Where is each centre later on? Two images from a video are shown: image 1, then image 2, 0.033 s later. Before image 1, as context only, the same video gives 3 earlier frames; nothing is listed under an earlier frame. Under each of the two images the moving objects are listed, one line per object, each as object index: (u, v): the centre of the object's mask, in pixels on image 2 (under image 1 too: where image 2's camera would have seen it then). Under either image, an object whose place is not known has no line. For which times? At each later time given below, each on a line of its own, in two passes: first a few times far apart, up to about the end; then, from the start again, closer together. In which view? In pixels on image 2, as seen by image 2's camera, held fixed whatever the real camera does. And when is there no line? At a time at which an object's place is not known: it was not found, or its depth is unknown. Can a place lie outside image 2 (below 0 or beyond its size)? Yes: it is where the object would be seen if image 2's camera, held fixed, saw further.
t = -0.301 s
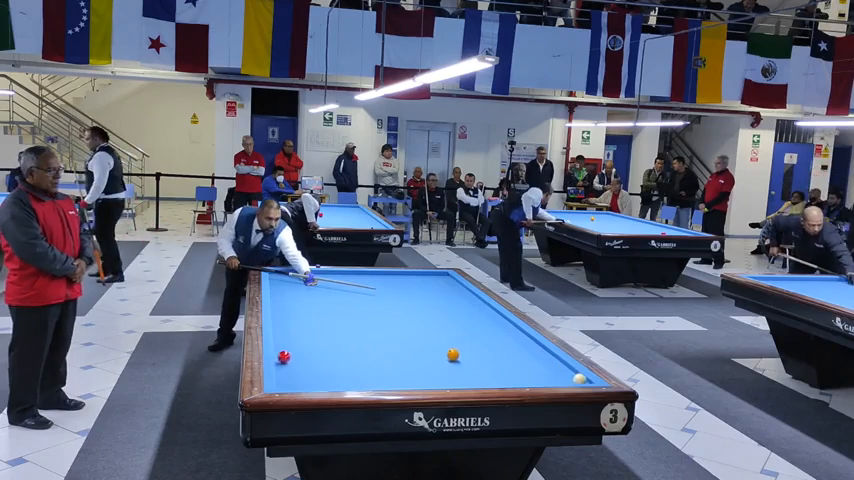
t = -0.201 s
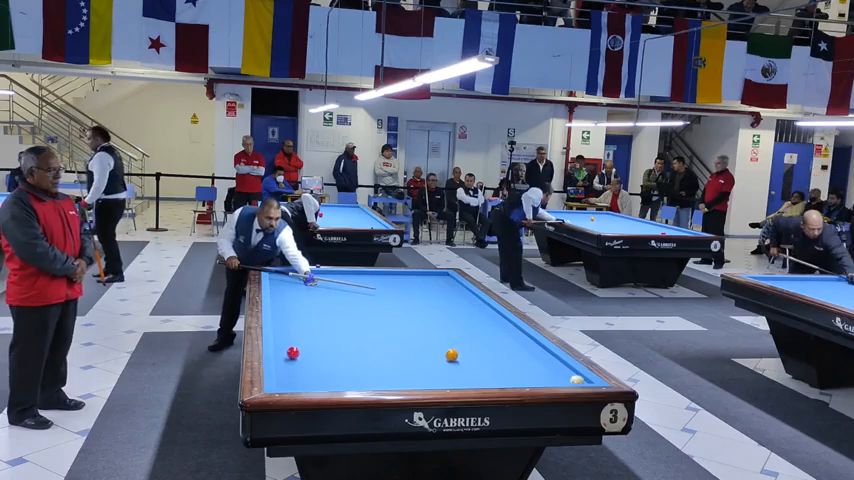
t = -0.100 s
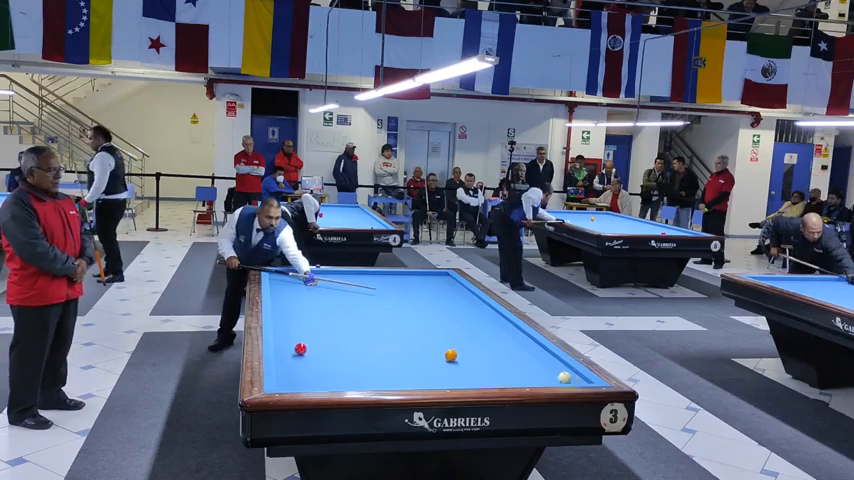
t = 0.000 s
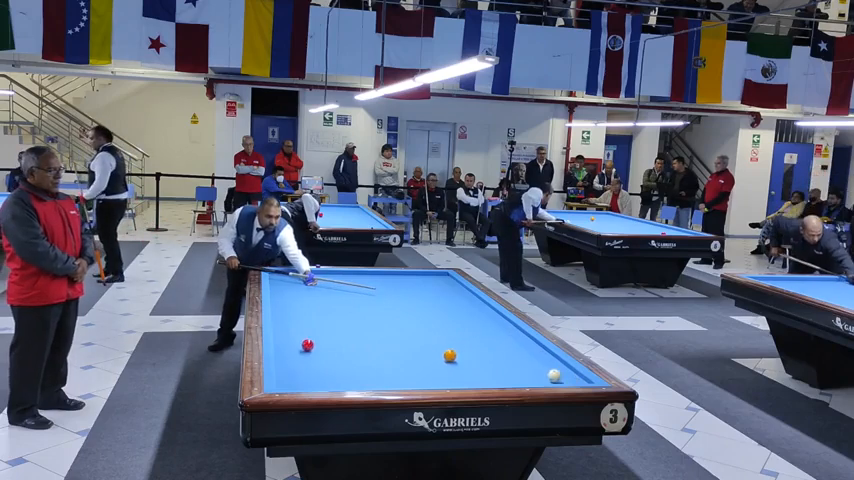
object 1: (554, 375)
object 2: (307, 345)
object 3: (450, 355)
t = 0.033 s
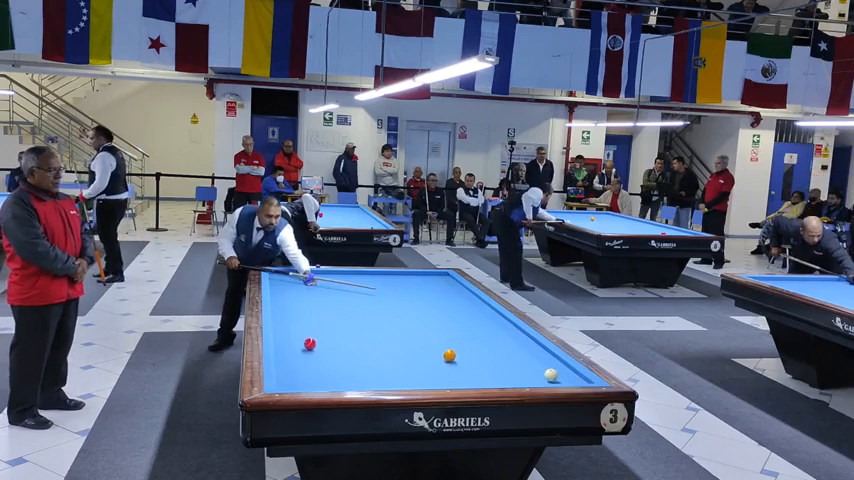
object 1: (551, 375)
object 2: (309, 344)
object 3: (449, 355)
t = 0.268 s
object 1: (529, 370)
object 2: (325, 336)
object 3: (447, 356)
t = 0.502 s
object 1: (507, 364)
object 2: (338, 329)
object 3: (446, 356)
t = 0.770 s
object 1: (484, 359)
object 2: (353, 321)
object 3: (444, 356)
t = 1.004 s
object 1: (465, 354)
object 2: (364, 315)
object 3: (443, 356)
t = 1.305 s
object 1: (442, 347)
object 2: (377, 309)
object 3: (443, 357)
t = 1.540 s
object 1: (426, 345)
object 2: (386, 304)
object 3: (442, 357)
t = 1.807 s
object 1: (408, 341)
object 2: (396, 299)
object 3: (442, 357)
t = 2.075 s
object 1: (391, 337)
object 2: (405, 294)
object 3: (442, 357)
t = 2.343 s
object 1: (375, 333)
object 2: (414, 290)
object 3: (442, 357)
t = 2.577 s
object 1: (362, 330)
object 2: (420, 286)
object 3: (442, 357)
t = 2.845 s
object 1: (348, 327)
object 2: (427, 283)
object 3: (442, 357)
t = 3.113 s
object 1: (335, 324)
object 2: (434, 279)
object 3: (442, 357)
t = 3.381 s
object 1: (323, 321)
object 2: (440, 276)
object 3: (442, 357)
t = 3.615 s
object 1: (313, 318)
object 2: (445, 273)
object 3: (443, 357)
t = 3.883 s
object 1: (301, 316)
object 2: (443, 273)
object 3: (443, 357)
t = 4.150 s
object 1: (291, 313)
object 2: (442, 274)
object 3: (443, 357)
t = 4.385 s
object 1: (283, 311)
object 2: (441, 275)
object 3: (443, 357)
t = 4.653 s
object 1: (276, 309)
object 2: (441, 276)
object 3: (443, 357)
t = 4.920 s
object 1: (281, 306)
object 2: (440, 277)
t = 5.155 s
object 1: (285, 304)
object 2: (440, 278)
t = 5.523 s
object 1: (290, 301)
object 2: (440, 279)
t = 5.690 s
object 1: (292, 301)
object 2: (440, 280)
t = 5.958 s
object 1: (295, 299)
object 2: (440, 281)
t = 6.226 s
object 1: (298, 297)
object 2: (440, 281)
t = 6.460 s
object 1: (301, 296)
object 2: (440, 282)
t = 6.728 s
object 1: (303, 295)
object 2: (439, 282)
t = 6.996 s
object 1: (306, 293)
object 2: (439, 283)
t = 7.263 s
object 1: (308, 293)
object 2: (439, 283)
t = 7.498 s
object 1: (309, 292)
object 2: (439, 283)
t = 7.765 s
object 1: (311, 291)
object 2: (440, 283)
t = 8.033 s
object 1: (313, 290)
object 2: (440, 283)
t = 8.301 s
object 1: (314, 290)
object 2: (440, 283)
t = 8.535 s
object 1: (315, 289)
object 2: (440, 283)
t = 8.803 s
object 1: (316, 289)
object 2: (440, 284)
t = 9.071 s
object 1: (317, 288)
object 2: (440, 284)
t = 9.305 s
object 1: (317, 288)
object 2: (440, 283)
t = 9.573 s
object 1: (318, 288)
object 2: (440, 283)
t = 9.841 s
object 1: (318, 288)
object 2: (440, 283)
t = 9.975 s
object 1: (318, 288)
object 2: (440, 283)
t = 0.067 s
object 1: (548, 374)
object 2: (312, 343)
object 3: (449, 356)
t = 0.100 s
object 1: (544, 373)
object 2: (314, 341)
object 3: (449, 356)
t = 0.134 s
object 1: (541, 373)
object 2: (316, 340)
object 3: (448, 356)
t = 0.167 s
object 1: (538, 372)
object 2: (318, 339)
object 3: (448, 356)
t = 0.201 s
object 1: (535, 371)
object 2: (321, 338)
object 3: (448, 356)
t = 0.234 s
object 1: (532, 370)
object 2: (323, 337)
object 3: (448, 356)
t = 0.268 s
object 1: (529, 370)
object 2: (325, 336)
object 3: (447, 356)
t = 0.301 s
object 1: (525, 369)
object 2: (327, 335)
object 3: (447, 356)
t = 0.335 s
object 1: (522, 368)
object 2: (328, 334)
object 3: (447, 356)
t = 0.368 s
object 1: (519, 367)
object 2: (331, 333)
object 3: (447, 356)
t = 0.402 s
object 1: (516, 367)
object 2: (333, 332)
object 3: (446, 356)
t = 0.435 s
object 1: (513, 366)
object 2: (335, 331)
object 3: (446, 356)
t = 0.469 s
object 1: (510, 365)
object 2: (337, 330)
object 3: (446, 356)
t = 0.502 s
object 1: (507, 364)
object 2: (338, 329)
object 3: (446, 356)
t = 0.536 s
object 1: (504, 364)
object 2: (340, 328)
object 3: (446, 356)
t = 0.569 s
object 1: (501, 363)
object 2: (342, 327)
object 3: (446, 356)
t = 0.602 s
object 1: (498, 362)
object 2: (344, 326)
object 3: (445, 356)
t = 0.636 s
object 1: (495, 362)
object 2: (346, 325)
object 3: (445, 356)
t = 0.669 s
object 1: (492, 361)
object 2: (347, 324)
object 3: (445, 356)
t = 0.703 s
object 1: (489, 361)
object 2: (349, 323)
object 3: (445, 356)
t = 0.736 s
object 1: (487, 360)
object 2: (351, 322)
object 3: (444, 357)
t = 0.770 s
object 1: (484, 359)
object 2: (353, 321)
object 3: (444, 356)
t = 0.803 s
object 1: (481, 358)
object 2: (354, 320)
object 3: (444, 356)
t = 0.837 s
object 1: (479, 358)
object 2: (356, 319)
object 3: (444, 356)
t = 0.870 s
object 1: (476, 357)
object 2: (358, 319)
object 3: (444, 357)
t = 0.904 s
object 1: (473, 356)
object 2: (359, 318)
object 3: (444, 356)
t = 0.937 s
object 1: (470, 356)
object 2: (361, 317)
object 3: (444, 357)
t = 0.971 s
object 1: (468, 355)
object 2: (362, 316)
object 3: (443, 357)
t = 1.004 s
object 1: (465, 354)
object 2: (364, 315)
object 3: (443, 356)
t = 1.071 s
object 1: (460, 353)
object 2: (367, 314)
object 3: (443, 356)
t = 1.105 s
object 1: (458, 353)
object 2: (369, 313)
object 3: (443, 357)
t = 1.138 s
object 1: (455, 352)
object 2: (370, 312)
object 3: (443, 357)
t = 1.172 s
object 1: (452, 351)
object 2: (371, 312)
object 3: (443, 357)
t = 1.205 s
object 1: (450, 350)
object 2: (373, 311)
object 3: (443, 357)
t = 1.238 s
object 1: (448, 349)
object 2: (374, 310)
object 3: (443, 357)
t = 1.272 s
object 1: (445, 348)
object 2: (376, 309)
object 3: (442, 357)
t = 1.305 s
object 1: (442, 347)
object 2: (377, 309)
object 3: (443, 357)
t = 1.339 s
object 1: (439, 347)
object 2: (378, 308)
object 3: (442, 357)
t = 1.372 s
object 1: (437, 347)
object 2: (380, 307)
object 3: (442, 357)
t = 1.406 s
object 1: (435, 347)
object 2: (381, 307)
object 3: (442, 357)
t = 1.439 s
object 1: (433, 346)
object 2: (383, 306)
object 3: (442, 357)
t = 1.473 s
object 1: (430, 346)
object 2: (384, 305)
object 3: (442, 357)
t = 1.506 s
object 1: (428, 346)
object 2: (385, 305)
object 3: (442, 357)
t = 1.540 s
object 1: (426, 345)
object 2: (386, 304)
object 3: (442, 357)
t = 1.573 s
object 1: (423, 345)
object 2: (388, 303)
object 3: (442, 357)
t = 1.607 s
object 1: (421, 344)
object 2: (389, 303)
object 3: (442, 357)
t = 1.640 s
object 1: (419, 343)
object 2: (390, 302)
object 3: (442, 357)
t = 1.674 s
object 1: (417, 343)
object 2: (392, 301)
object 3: (442, 357)
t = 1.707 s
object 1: (414, 343)
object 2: (393, 301)
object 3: (442, 357)
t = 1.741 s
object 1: (412, 342)
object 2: (394, 300)
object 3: (442, 357)
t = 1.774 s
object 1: (410, 342)
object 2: (395, 299)
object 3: (442, 357)
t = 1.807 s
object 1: (408, 341)
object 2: (396, 299)
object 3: (442, 357)
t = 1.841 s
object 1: (406, 340)
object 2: (397, 298)
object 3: (442, 357)
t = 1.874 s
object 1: (404, 340)
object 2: (399, 297)
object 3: (442, 357)
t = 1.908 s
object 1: (401, 340)
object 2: (400, 297)
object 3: (442, 357)
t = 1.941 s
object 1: (399, 339)
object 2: (401, 296)
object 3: (443, 357)
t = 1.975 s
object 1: (397, 338)
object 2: (402, 296)
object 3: (442, 357)
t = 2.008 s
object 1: (395, 338)
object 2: (403, 295)
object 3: (442, 357)
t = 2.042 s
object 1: (393, 337)
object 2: (404, 295)
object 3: (442, 357)
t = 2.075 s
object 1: (391, 337)
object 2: (405, 294)
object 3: (442, 357)
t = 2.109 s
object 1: (389, 336)
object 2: (406, 293)
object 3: (442, 357)
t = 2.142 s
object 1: (387, 336)
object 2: (408, 293)
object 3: (442, 357)
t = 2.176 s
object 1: (385, 336)
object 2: (408, 292)
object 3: (442, 357)
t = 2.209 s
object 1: (383, 335)
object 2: (410, 292)
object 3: (442, 357)
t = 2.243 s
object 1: (381, 334)
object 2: (411, 292)
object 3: (442, 357)
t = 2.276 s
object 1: (379, 334)
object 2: (412, 291)
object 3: (442, 357)
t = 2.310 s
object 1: (377, 333)
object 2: (413, 291)
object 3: (442, 357)
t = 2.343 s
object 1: (375, 333)
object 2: (414, 290)
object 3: (442, 357)
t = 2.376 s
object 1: (373, 333)
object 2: (414, 289)
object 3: (442, 357)
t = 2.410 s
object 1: (371, 332)
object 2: (415, 289)
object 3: (442, 357)
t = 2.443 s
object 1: (370, 332)
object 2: (416, 288)
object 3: (442, 357)
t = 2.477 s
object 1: (368, 331)
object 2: (418, 288)
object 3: (442, 357)
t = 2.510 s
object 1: (366, 331)
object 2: (419, 288)
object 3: (442, 357)
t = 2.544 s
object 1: (364, 331)
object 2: (419, 287)
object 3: (442, 357)
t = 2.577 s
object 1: (362, 330)
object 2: (420, 286)
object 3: (442, 357)
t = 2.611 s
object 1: (361, 329)
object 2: (421, 286)
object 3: (442, 357)
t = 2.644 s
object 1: (359, 329)
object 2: (422, 285)
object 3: (442, 357)
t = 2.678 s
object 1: (357, 329)
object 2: (423, 284)
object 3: (442, 357)
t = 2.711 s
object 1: (355, 328)
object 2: (424, 284)
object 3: (442, 357)
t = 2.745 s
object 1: (353, 328)
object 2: (425, 284)
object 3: (442, 357)
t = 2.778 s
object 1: (352, 328)
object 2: (425, 283)
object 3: (442, 357)
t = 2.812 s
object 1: (350, 327)
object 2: (426, 283)
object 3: (442, 357)
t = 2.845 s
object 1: (348, 327)
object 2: (427, 283)
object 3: (442, 357)
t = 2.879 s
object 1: (346, 326)
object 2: (428, 282)
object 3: (442, 357)
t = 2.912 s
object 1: (345, 326)
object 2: (429, 281)
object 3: (442, 357)
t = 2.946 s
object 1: (343, 326)
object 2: (430, 281)
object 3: (442, 357)
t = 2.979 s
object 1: (342, 325)
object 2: (431, 281)
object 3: (442, 357)
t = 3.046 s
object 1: (338, 324)
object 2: (432, 280)
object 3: (442, 357)
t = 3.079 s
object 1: (337, 324)
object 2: (433, 280)
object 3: (442, 357)
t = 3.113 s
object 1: (335, 324)
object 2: (434, 279)
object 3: (442, 357)
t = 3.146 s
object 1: (333, 323)
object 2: (435, 278)
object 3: (442, 357)
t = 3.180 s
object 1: (332, 323)
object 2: (436, 278)
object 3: (442, 357)
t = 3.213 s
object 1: (330, 323)
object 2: (436, 278)
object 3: (442, 357)
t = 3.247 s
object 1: (329, 322)
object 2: (437, 278)
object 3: (442, 357)
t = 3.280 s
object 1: (327, 322)
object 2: (437, 277)
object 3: (442, 357)
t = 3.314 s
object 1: (326, 321)
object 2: (438, 277)
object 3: (442, 357)
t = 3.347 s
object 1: (324, 321)
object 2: (439, 276)
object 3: (442, 356)
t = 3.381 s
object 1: (323, 321)
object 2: (440, 276)
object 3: (442, 357)
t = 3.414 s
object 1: (321, 320)
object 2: (441, 275)
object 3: (442, 357)
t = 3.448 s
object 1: (320, 320)
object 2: (442, 275)
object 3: (443, 357)
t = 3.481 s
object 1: (318, 320)
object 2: (442, 275)
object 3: (443, 357)
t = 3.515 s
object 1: (317, 319)
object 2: (443, 274)
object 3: (442, 357)
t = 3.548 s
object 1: (315, 319)
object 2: (443, 274)
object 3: (443, 357)
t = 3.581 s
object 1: (314, 319)
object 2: (444, 274)
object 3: (442, 357)
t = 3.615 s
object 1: (313, 318)
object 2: (445, 273)
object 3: (443, 357)
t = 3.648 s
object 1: (311, 318)
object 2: (444, 273)
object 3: (443, 357)
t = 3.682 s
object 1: (310, 318)
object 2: (443, 273)
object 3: (443, 357)
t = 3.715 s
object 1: (308, 317)
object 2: (443, 273)
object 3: (443, 357)
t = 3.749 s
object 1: (307, 317)
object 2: (443, 273)
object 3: (443, 357)
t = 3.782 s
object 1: (306, 317)
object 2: (443, 273)
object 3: (443, 357)
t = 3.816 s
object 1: (304, 316)
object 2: (443, 273)
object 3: (443, 357)
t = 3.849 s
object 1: (303, 316)
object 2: (443, 273)
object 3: (443, 357)
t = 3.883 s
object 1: (301, 316)
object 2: (443, 273)
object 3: (443, 357)
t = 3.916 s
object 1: (300, 316)
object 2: (443, 273)
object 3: (443, 357)
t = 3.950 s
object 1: (299, 315)
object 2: (443, 274)
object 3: (443, 357)
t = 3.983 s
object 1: (298, 315)
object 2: (443, 274)
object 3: (443, 357)
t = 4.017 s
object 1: (296, 314)
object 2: (443, 274)
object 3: (443, 357)
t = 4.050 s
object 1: (295, 314)
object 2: (443, 274)
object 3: (443, 357)
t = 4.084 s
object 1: (294, 314)
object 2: (442, 274)
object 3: (443, 357)
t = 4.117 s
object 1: (293, 313)
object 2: (442, 274)
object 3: (443, 357)
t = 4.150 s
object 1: (291, 313)
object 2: (442, 274)
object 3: (443, 357)
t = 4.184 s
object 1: (290, 313)
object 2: (442, 275)
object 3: (443, 357)
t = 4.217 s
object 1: (289, 313)
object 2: (442, 275)
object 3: (443, 357)
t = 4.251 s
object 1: (288, 312)
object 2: (442, 275)
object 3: (443, 357)
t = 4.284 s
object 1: (287, 312)
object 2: (442, 275)
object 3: (443, 357)
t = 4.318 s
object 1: (285, 312)
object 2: (442, 275)
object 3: (443, 357)
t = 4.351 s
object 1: (284, 311)
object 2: (441, 275)
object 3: (443, 357)
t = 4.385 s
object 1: (283, 311)
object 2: (441, 275)
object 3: (443, 357)
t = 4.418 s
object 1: (282, 311)
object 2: (441, 275)
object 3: (443, 357)
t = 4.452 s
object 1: (281, 310)
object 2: (441, 276)
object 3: (443, 357)
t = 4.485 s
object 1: (280, 310)
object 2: (441, 276)
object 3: (443, 357)
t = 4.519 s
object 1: (278, 310)
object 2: (441, 276)
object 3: (443, 357)
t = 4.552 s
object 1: (278, 310)
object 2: (441, 276)
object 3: (443, 357)
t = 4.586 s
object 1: (276, 309)
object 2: (441, 276)
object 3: (443, 357)
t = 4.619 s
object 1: (276, 309)
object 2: (441, 276)
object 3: (443, 357)
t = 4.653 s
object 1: (276, 309)
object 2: (441, 276)
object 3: (443, 357)
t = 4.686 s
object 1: (277, 308)
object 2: (441, 276)
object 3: (443, 357)
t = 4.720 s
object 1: (277, 308)
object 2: (441, 276)
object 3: (443, 357)
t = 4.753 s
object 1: (278, 308)
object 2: (441, 277)
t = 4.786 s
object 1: (278, 307)
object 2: (441, 277)
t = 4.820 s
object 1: (279, 307)
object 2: (441, 277)
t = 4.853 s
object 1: (279, 307)
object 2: (441, 277)
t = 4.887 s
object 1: (280, 307)
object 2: (441, 277)
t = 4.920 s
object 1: (281, 306)
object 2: (440, 277)
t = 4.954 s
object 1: (281, 306)
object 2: (440, 277)
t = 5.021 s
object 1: (282, 305)
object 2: (440, 278)
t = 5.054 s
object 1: (283, 305)
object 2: (440, 278)
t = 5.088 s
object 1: (283, 305)
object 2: (440, 278)
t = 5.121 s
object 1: (284, 305)
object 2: (440, 278)
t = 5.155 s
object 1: (285, 304)
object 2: (440, 278)
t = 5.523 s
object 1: (290, 301)
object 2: (440, 279)
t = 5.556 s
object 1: (290, 301)
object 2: (440, 280)
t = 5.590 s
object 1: (291, 301)
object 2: (440, 280)
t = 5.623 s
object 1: (291, 301)
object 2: (440, 280)
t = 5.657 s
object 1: (291, 301)
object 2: (440, 280)
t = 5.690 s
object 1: (292, 301)
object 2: (440, 280)
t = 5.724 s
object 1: (292, 300)
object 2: (440, 280)
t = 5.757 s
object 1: (293, 300)
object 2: (440, 280)
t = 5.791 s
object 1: (293, 300)
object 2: (440, 280)
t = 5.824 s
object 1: (294, 300)
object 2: (440, 280)
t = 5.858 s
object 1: (294, 299)
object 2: (440, 280)
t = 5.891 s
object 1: (294, 299)
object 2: (440, 281)
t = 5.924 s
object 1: (295, 299)
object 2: (440, 281)
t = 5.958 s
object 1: (295, 299)
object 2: (440, 281)
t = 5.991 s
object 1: (295, 298)
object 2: (440, 281)
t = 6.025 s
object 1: (296, 298)
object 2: (440, 281)
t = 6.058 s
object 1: (296, 298)
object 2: (440, 281)
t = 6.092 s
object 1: (297, 298)
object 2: (440, 281)
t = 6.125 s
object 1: (297, 298)
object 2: (440, 281)
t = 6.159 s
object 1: (298, 297)
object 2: (439, 281)
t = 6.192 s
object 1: (298, 297)
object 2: (440, 281)
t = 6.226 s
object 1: (298, 297)
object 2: (440, 281)
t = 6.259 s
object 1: (299, 297)
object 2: (439, 282)
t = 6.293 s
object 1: (299, 297)
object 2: (440, 281)
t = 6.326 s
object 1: (299, 296)
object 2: (440, 282)
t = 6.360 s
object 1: (299, 296)
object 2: (440, 282)
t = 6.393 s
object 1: (300, 296)
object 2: (440, 282)
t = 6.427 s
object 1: (300, 296)
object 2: (439, 282)
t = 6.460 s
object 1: (301, 296)
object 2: (440, 282)
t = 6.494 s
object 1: (301, 296)
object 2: (439, 282)
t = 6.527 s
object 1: (301, 295)
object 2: (439, 282)
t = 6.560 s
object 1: (302, 295)
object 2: (439, 282)
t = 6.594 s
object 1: (302, 295)
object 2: (439, 282)
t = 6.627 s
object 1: (302, 295)
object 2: (439, 282)
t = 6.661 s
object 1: (302, 295)
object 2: (439, 282)
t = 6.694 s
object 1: (303, 295)
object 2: (439, 282)
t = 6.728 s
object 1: (303, 295)
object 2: (439, 282)
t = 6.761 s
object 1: (304, 294)
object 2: (439, 282)
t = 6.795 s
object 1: (304, 294)
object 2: (439, 283)
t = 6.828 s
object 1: (304, 294)
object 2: (439, 283)
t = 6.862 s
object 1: (304, 294)
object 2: (439, 283)
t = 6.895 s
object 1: (305, 294)
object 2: (439, 283)
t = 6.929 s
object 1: (305, 294)
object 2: (439, 283)
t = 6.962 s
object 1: (305, 294)
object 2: (439, 283)
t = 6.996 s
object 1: (306, 293)
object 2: (439, 283)
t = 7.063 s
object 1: (306, 293)
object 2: (439, 283)
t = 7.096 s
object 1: (307, 293)
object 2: (439, 283)
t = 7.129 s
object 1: (307, 293)
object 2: (439, 283)
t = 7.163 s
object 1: (307, 293)
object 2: (439, 283)
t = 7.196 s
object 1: (307, 293)
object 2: (439, 283)
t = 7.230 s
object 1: (308, 293)
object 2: (439, 283)
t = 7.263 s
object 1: (308, 293)
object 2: (439, 283)
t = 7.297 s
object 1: (308, 293)
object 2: (439, 283)
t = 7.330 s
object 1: (308, 292)
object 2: (440, 283)
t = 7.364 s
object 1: (309, 292)
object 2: (439, 283)
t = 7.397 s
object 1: (309, 292)
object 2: (439, 283)
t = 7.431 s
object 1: (309, 292)
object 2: (440, 283)
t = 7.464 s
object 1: (309, 292)
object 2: (440, 283)
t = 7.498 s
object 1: (309, 292)
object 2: (439, 283)
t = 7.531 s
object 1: (310, 292)
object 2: (439, 283)
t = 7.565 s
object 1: (310, 292)
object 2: (439, 283)
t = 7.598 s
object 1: (310, 292)
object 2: (440, 283)
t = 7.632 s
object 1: (310, 291)
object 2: (440, 283)
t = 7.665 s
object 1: (310, 291)
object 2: (440, 283)
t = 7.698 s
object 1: (311, 291)
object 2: (440, 283)
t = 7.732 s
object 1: (311, 291)
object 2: (440, 283)
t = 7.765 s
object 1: (311, 291)
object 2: (440, 283)
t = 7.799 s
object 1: (312, 291)
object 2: (440, 283)
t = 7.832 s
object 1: (312, 291)
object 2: (440, 283)
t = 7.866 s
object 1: (312, 291)
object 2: (440, 283)
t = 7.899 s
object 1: (312, 291)
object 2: (440, 283)
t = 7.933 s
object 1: (312, 291)
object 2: (440, 283)
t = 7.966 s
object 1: (312, 290)
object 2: (440, 283)
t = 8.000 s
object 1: (313, 290)
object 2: (440, 283)
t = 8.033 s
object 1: (313, 290)
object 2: (440, 283)
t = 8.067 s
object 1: (313, 290)
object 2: (440, 283)
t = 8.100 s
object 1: (313, 290)
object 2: (440, 283)
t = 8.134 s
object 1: (314, 290)
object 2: (440, 283)
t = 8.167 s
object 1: (314, 290)
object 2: (440, 283)
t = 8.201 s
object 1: (314, 290)
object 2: (440, 283)
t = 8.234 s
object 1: (314, 290)
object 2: (440, 283)
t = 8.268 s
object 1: (314, 290)
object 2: (440, 283)
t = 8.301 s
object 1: (314, 290)
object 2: (440, 283)
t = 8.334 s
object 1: (314, 290)
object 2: (440, 283)
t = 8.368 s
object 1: (315, 289)
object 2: (440, 283)
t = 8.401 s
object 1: (315, 289)
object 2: (440, 283)
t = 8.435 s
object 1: (315, 289)
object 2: (440, 284)
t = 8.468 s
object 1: (315, 289)
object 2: (439, 283)
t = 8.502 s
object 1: (315, 289)
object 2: (439, 284)
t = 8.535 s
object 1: (315, 289)
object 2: (440, 283)
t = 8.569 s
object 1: (315, 289)
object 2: (439, 283)
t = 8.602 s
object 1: (316, 289)
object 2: (440, 283)
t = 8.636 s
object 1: (316, 289)
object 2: (440, 283)
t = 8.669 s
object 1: (316, 289)
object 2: (440, 283)
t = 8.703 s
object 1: (316, 289)
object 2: (440, 283)
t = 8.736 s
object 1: (316, 289)
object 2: (440, 283)
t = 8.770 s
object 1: (316, 289)
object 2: (440, 283)
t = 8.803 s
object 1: (316, 289)
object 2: (440, 284)
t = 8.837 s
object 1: (316, 288)
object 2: (440, 284)
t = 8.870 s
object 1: (316, 289)
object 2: (440, 284)
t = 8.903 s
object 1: (316, 289)
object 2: (440, 284)
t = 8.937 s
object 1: (317, 288)
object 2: (440, 284)
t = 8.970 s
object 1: (317, 288)
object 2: (440, 284)
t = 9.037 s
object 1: (317, 288)
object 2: (440, 284)
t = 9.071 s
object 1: (317, 288)
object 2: (440, 284)
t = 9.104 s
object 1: (317, 288)
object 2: (440, 284)
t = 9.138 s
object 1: (317, 288)
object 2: (440, 284)
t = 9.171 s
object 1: (317, 288)
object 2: (440, 284)
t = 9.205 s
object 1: (317, 288)
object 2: (440, 283)
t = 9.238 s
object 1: (317, 288)
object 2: (440, 283)
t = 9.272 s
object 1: (317, 288)
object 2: (440, 283)
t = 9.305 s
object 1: (317, 288)
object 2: (440, 283)
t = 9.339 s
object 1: (317, 288)
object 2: (440, 283)
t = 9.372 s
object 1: (317, 288)
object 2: (440, 283)
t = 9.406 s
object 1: (317, 288)
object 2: (440, 283)
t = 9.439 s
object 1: (318, 288)
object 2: (440, 283)
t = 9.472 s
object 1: (318, 288)
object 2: (440, 283)
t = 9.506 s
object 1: (318, 288)
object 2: (440, 283)
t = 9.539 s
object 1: (318, 288)
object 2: (440, 283)
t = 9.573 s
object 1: (318, 288)
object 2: (440, 283)
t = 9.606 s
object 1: (318, 288)
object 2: (440, 283)
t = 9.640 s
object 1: (318, 288)
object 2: (440, 283)
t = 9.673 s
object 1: (318, 288)
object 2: (440, 283)
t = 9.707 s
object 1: (318, 288)
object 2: (440, 283)
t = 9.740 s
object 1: (318, 288)
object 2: (440, 283)
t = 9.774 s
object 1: (318, 288)
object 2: (440, 283)
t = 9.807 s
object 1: (318, 288)
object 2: (440, 283)
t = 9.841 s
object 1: (318, 288)
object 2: (440, 283)
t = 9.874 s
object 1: (318, 288)
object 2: (440, 283)
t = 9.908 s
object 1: (318, 288)
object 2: (440, 283)
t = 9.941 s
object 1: (318, 288)
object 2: (440, 283)
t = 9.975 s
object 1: (318, 288)
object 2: (440, 283)
